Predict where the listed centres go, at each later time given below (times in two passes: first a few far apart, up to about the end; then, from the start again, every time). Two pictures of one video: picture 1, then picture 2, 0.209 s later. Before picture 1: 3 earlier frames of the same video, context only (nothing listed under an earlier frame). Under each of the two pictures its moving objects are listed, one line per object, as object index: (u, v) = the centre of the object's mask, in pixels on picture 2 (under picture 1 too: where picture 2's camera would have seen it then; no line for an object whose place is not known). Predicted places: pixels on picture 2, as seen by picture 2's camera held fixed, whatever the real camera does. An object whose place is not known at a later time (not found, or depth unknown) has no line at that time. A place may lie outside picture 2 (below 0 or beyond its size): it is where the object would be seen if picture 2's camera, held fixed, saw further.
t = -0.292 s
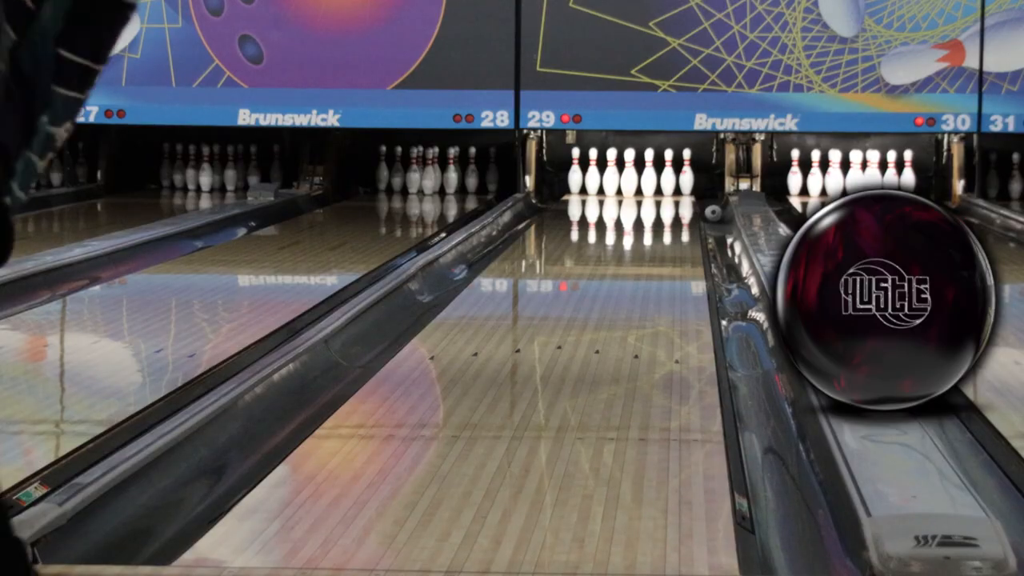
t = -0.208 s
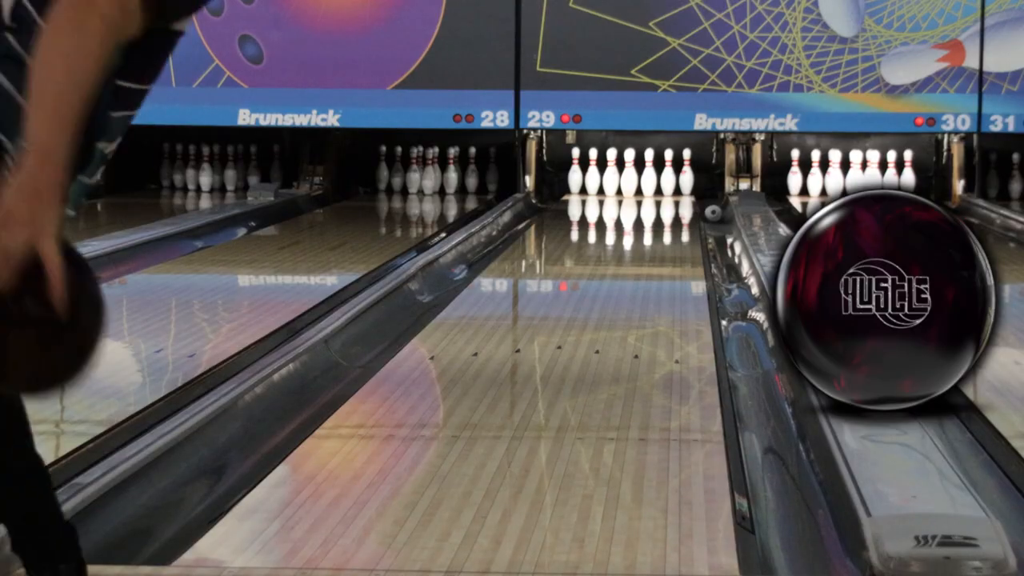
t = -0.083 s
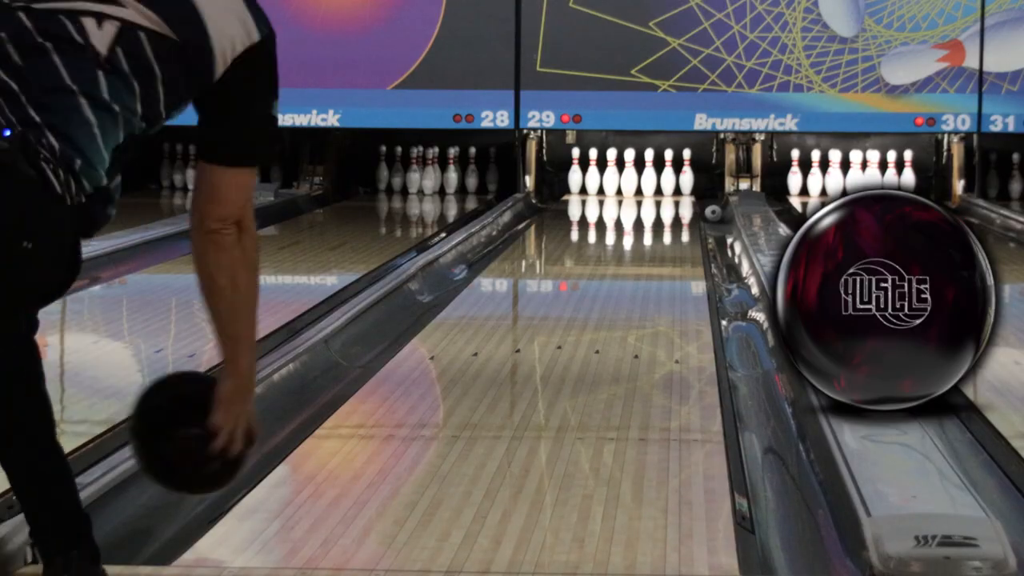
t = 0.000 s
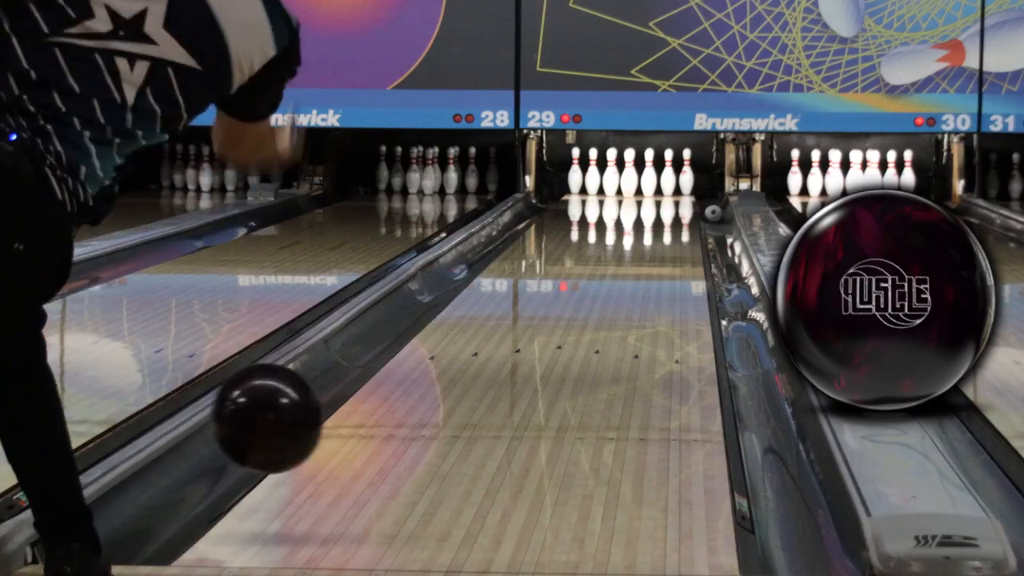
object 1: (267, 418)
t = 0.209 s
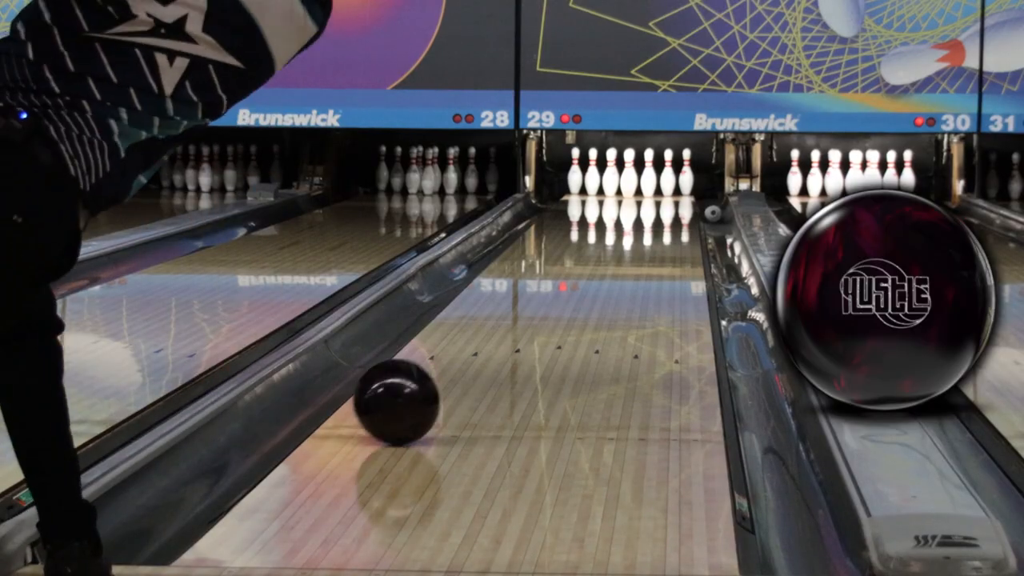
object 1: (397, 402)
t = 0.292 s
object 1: (433, 377)
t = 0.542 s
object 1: (514, 321)
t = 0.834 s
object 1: (575, 278)
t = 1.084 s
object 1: (610, 252)
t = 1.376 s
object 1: (640, 230)
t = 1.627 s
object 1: (657, 215)
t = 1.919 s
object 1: (666, 201)
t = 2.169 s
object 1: (661, 192)
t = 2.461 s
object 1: (647, 184)
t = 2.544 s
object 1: (648, 182)
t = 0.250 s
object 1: (416, 389)
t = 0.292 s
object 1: (433, 377)
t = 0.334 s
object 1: (449, 366)
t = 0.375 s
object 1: (464, 356)
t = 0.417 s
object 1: (478, 346)
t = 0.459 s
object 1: (491, 337)
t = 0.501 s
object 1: (503, 329)
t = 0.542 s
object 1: (514, 321)
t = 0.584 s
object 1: (524, 314)
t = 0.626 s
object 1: (534, 307)
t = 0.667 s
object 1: (543, 301)
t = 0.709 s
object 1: (552, 295)
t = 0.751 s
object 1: (560, 289)
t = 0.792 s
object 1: (567, 283)
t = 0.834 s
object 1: (575, 278)
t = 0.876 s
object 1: (581, 273)
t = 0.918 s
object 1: (588, 268)
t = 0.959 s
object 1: (594, 264)
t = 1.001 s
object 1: (600, 260)
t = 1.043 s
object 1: (605, 256)
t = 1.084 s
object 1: (610, 252)
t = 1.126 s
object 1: (615, 248)
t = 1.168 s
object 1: (620, 245)
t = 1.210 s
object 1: (624, 242)
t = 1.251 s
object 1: (628, 239)
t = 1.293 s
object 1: (632, 236)
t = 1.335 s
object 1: (636, 233)
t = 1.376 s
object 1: (640, 230)
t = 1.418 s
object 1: (643, 227)
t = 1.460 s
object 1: (647, 225)
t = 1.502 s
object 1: (649, 222)
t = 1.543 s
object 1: (653, 220)
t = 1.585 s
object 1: (655, 217)
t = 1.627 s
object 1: (657, 215)
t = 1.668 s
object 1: (659, 213)
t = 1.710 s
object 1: (661, 211)
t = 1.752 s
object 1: (663, 209)
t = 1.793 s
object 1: (664, 207)
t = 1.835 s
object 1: (665, 205)
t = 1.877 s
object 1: (666, 203)
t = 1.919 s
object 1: (666, 201)
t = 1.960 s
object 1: (666, 200)
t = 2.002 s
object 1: (666, 198)
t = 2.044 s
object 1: (665, 197)
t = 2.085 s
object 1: (664, 195)
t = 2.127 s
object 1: (663, 193)
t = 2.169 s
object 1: (661, 192)
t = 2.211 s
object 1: (659, 191)
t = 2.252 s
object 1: (657, 190)
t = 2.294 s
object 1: (653, 188)
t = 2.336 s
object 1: (651, 187)
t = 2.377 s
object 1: (648, 186)
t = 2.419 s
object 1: (645, 185)
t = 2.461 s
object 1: (647, 184)
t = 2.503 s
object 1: (648, 183)
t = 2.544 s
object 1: (648, 182)
